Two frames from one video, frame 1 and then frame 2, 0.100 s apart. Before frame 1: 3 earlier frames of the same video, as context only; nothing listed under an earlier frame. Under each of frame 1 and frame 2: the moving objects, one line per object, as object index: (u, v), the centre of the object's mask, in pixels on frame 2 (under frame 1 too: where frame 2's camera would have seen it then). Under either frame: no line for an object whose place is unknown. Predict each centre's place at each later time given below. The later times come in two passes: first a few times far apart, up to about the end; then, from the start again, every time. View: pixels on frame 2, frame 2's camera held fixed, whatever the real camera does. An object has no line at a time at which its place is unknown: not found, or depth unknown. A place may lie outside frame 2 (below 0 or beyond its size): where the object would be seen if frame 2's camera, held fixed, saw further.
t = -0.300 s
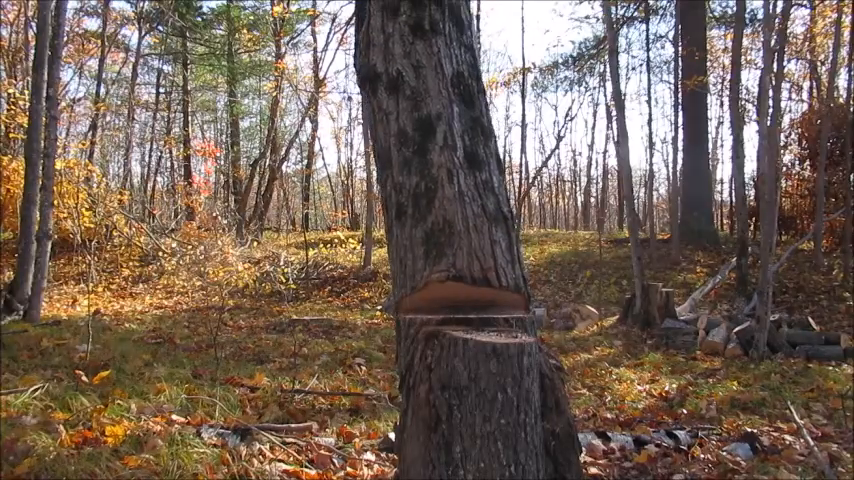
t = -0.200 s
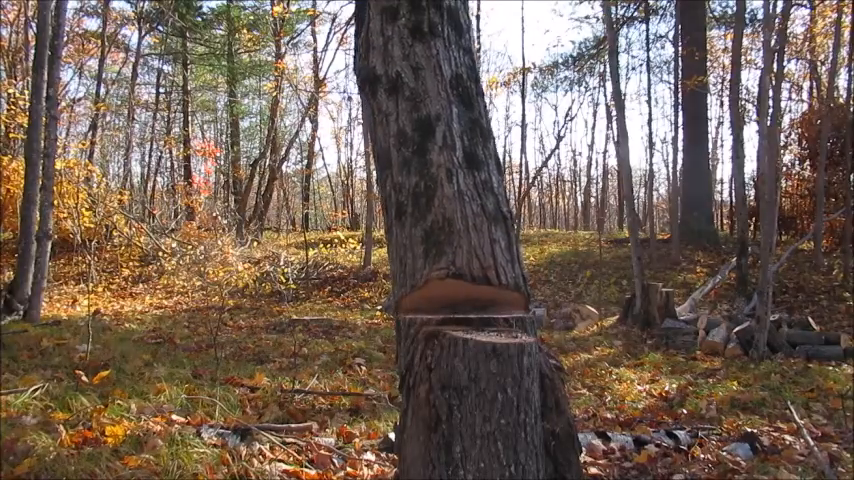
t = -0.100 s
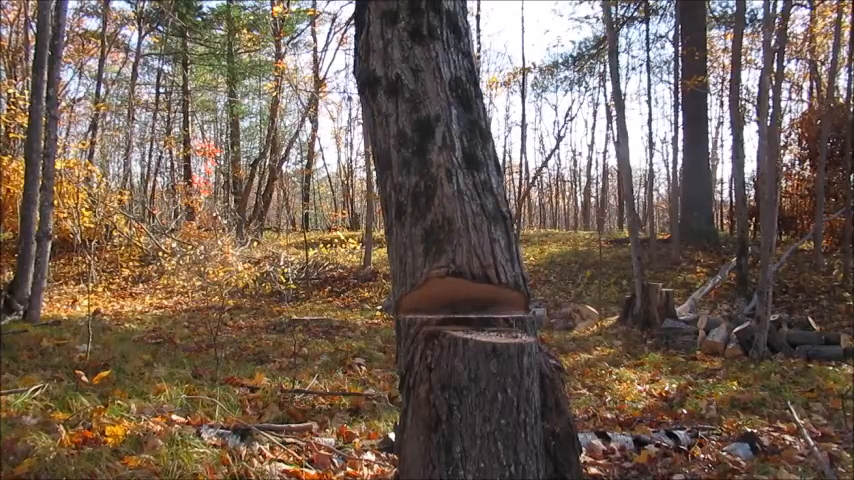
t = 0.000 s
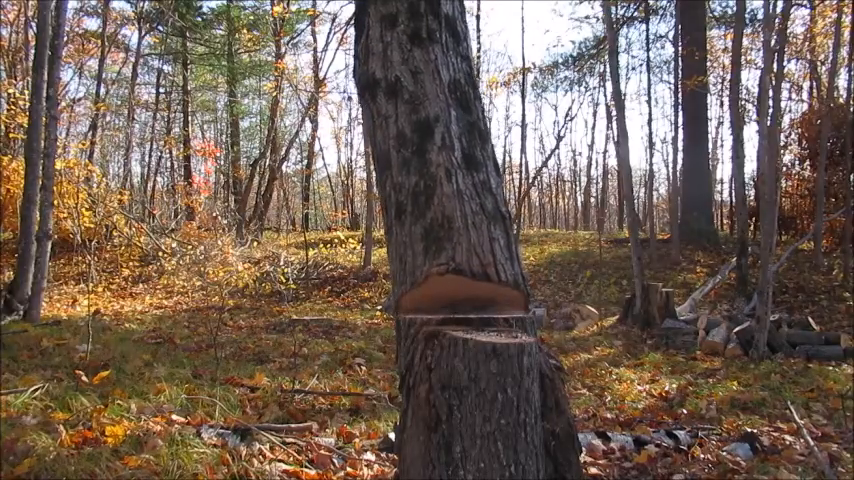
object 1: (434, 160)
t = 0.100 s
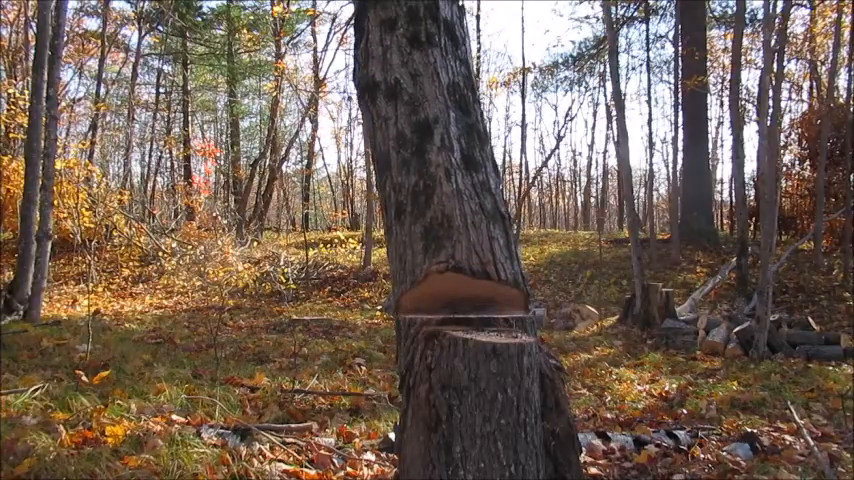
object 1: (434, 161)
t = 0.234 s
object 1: (432, 162)
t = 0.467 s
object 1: (430, 164)
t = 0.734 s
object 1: (427, 167)
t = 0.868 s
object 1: (426, 167)
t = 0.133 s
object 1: (433, 161)
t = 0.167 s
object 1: (433, 162)
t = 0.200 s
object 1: (433, 162)
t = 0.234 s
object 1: (432, 162)
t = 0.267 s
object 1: (432, 162)
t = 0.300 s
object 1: (432, 162)
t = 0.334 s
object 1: (432, 162)
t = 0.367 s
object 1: (431, 163)
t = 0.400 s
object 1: (431, 163)
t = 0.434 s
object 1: (431, 164)
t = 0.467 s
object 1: (430, 164)
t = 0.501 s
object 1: (430, 164)
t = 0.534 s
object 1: (430, 164)
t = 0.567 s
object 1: (429, 165)
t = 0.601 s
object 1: (429, 165)
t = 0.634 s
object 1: (429, 165)
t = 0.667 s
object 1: (428, 165)
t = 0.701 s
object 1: (428, 166)
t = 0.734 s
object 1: (427, 167)
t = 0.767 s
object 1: (427, 167)
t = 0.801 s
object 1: (427, 167)
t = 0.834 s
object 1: (426, 167)
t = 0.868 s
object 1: (426, 167)
